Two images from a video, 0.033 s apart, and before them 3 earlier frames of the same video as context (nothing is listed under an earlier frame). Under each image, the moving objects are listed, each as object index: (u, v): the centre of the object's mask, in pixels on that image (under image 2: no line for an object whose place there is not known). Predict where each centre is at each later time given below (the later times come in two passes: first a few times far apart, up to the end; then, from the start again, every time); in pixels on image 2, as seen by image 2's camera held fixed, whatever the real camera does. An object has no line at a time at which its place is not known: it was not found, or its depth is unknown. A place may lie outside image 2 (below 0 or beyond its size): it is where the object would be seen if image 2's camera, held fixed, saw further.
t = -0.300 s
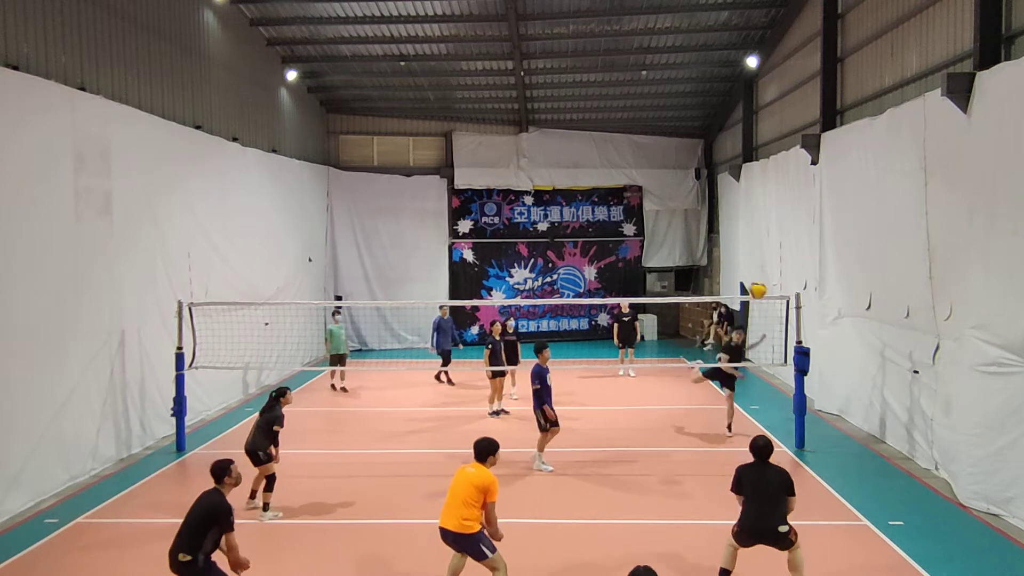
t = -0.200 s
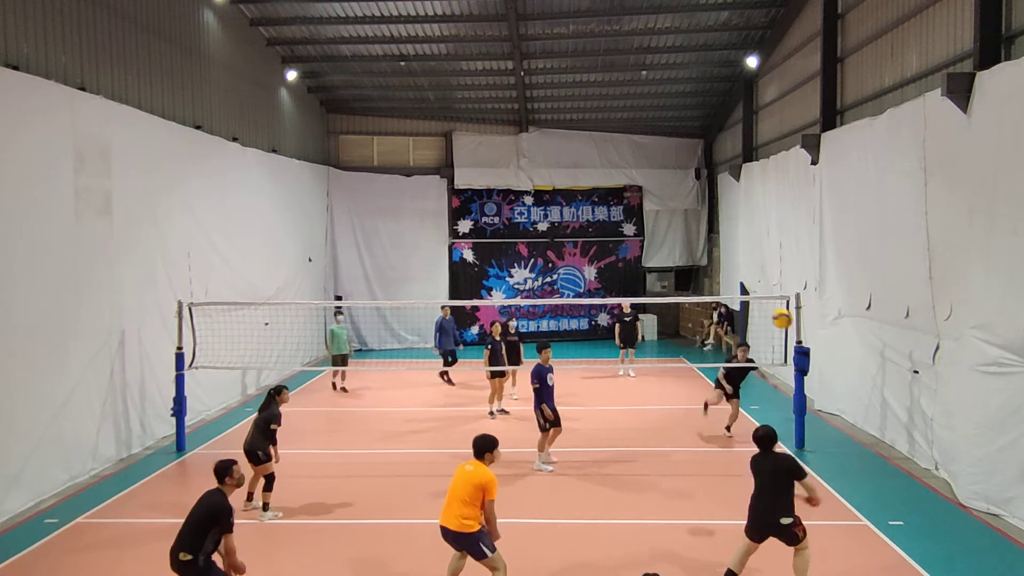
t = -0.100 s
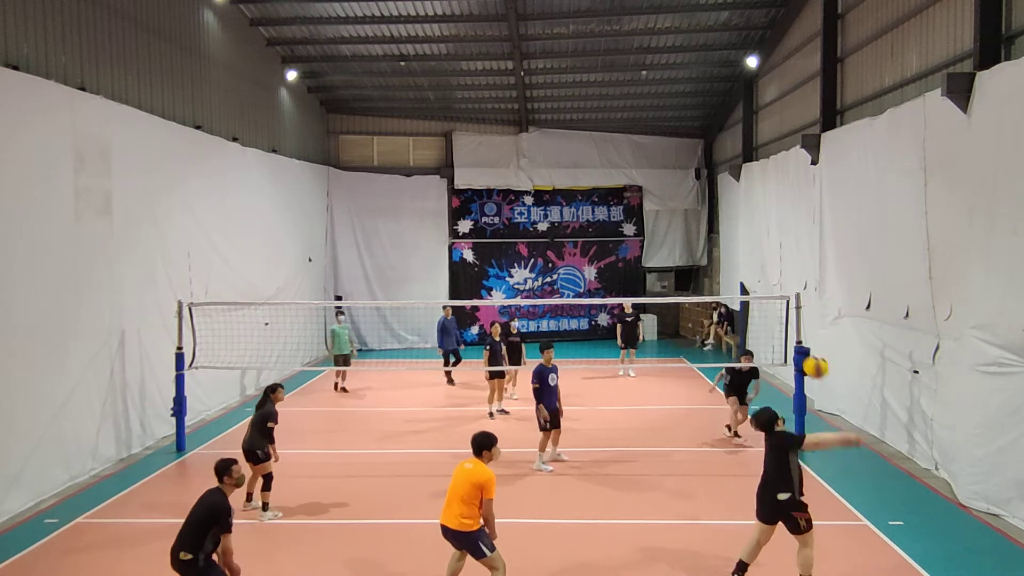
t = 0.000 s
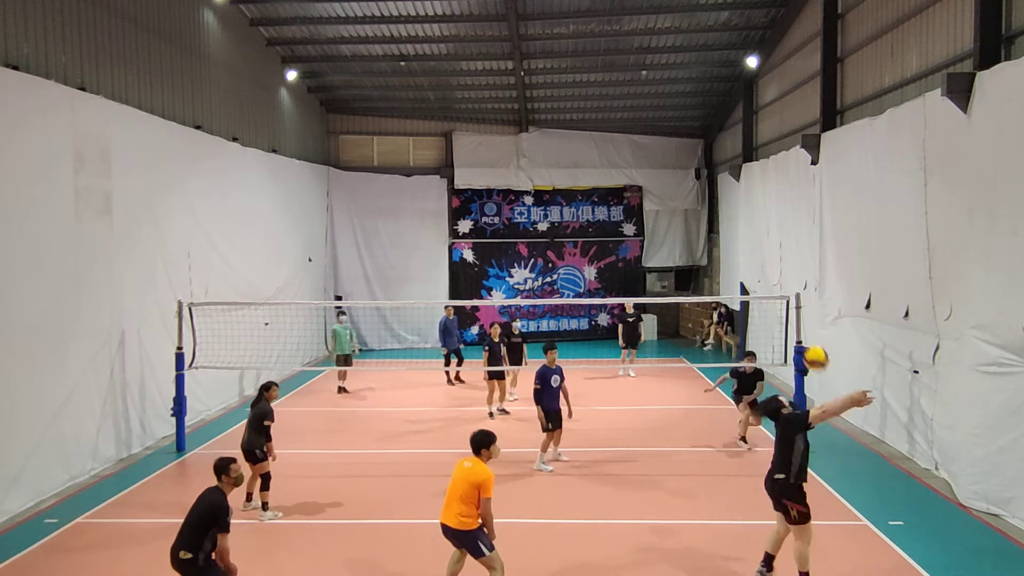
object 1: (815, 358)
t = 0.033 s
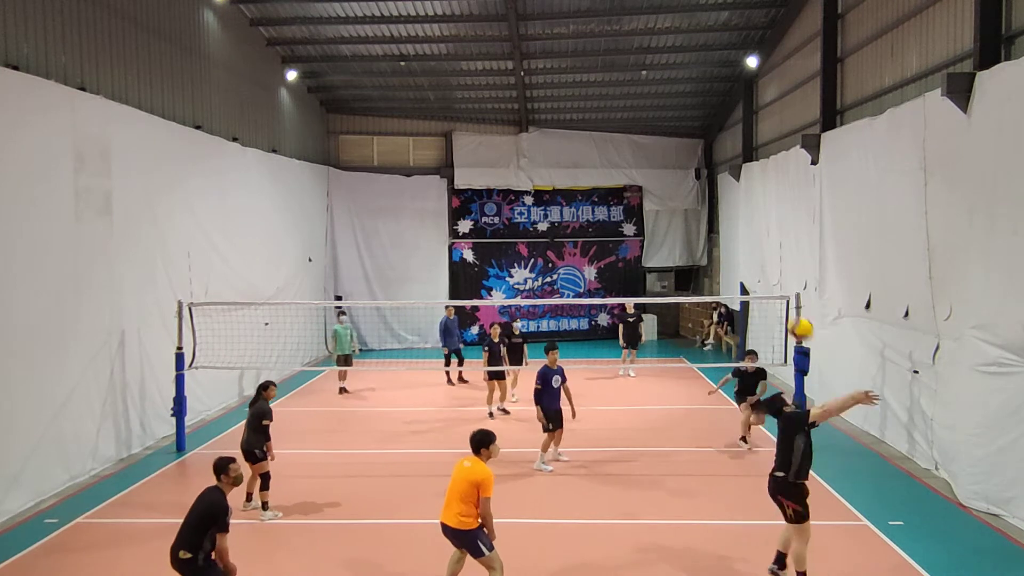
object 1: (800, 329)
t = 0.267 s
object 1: (702, 176)
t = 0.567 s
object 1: (603, 91)
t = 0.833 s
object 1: (533, 90)
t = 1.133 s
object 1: (470, 152)
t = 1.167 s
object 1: (464, 163)
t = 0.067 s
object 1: (785, 301)
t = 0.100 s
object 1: (769, 276)
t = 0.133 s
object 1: (756, 252)
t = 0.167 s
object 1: (741, 230)
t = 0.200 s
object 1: (728, 211)
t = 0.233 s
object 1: (715, 193)
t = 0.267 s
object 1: (702, 176)
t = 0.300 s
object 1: (690, 162)
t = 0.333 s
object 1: (678, 148)
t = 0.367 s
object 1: (666, 136)
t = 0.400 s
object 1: (654, 125)
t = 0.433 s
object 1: (644, 116)
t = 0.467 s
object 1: (633, 108)
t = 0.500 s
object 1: (622, 101)
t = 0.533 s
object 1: (613, 96)
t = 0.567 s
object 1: (603, 91)
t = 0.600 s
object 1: (593, 87)
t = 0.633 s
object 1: (584, 85)
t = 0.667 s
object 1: (575, 83)
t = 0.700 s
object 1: (566, 83)
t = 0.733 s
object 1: (557, 83)
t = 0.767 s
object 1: (549, 84)
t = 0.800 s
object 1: (541, 87)
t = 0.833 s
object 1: (533, 90)
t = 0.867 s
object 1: (525, 94)
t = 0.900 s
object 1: (518, 99)
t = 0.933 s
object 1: (510, 104)
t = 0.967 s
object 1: (503, 111)
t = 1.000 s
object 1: (496, 118)
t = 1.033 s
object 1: (489, 125)
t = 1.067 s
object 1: (483, 134)
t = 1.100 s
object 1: (477, 142)
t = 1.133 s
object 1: (470, 152)
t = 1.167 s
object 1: (464, 163)
